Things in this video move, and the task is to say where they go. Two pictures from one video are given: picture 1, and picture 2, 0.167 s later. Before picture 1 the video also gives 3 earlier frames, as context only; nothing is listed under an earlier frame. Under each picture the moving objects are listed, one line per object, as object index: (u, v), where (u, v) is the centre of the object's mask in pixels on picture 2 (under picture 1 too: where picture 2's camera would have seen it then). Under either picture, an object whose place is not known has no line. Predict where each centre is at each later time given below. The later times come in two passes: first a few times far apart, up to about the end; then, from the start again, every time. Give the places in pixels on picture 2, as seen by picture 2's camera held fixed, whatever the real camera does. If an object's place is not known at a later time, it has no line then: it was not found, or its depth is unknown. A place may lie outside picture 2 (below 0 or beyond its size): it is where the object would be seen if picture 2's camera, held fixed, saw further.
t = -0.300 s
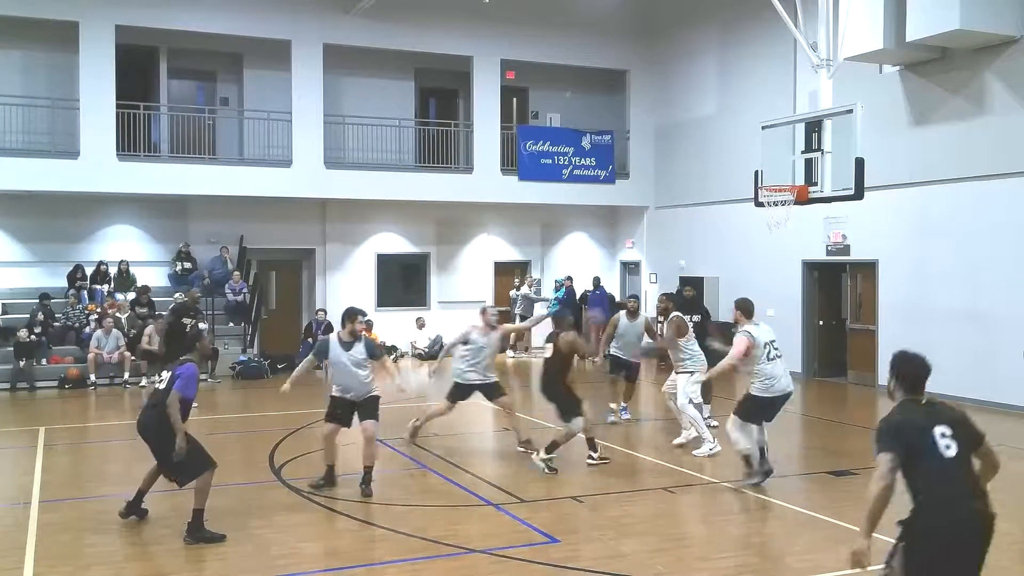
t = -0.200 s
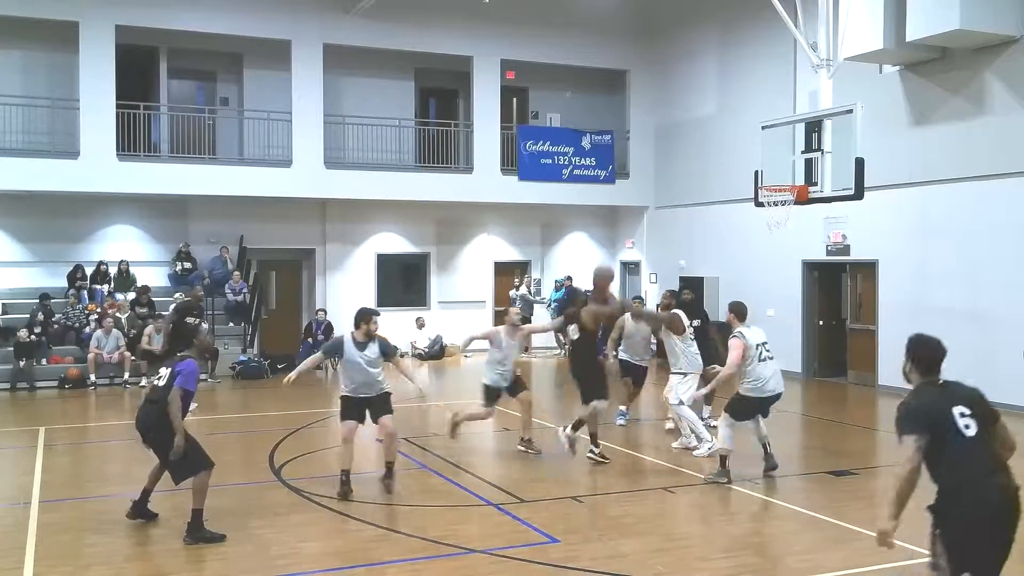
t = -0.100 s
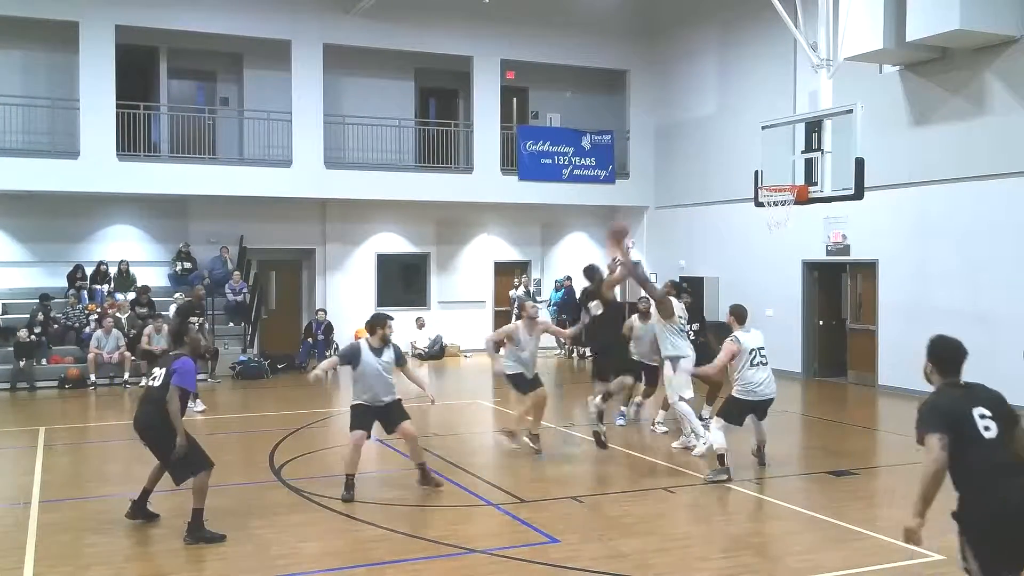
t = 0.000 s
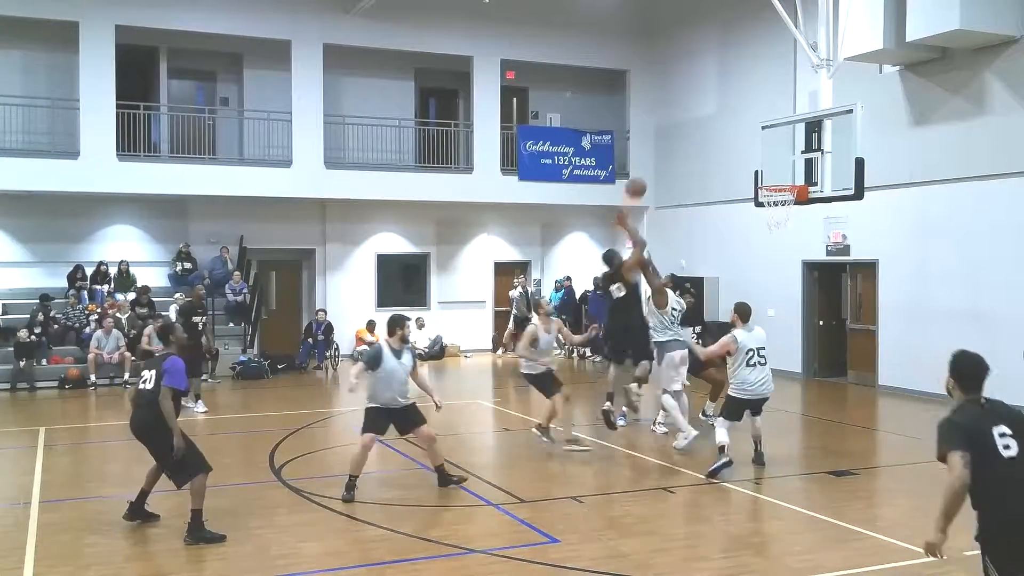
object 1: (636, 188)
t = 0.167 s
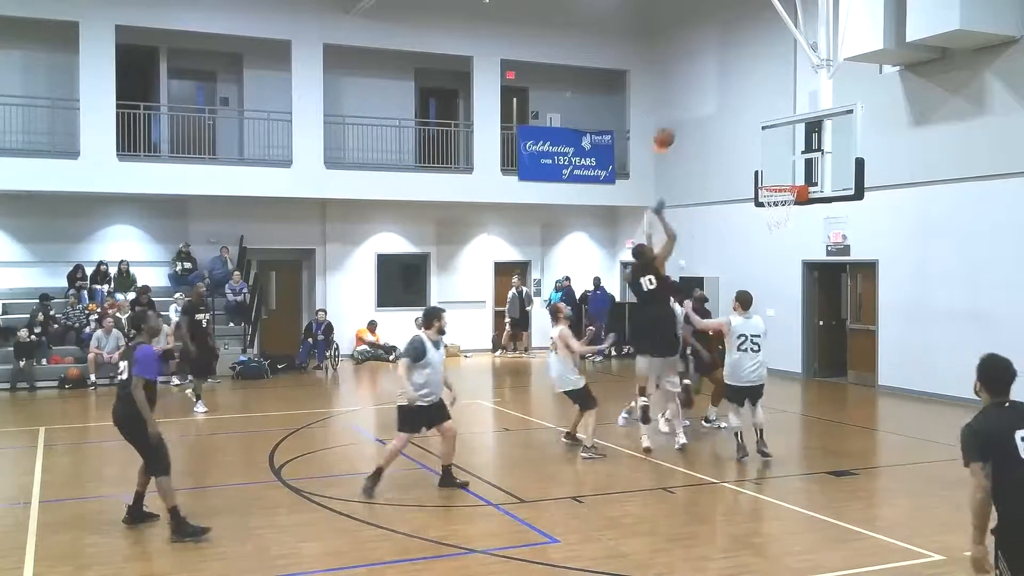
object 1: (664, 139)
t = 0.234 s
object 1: (675, 124)
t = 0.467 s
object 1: (712, 108)
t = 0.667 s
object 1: (742, 131)
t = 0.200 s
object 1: (670, 131)
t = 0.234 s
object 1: (675, 124)
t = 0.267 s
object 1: (681, 119)
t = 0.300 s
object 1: (686, 115)
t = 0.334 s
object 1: (692, 111)
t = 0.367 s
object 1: (697, 109)
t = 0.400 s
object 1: (702, 108)
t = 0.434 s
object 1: (707, 107)
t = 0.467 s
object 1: (712, 108)
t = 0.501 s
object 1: (717, 110)
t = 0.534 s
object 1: (723, 112)
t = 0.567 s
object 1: (727, 115)
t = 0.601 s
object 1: (732, 120)
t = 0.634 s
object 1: (738, 125)
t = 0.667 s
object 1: (742, 131)
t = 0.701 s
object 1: (747, 138)
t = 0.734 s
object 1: (752, 146)
